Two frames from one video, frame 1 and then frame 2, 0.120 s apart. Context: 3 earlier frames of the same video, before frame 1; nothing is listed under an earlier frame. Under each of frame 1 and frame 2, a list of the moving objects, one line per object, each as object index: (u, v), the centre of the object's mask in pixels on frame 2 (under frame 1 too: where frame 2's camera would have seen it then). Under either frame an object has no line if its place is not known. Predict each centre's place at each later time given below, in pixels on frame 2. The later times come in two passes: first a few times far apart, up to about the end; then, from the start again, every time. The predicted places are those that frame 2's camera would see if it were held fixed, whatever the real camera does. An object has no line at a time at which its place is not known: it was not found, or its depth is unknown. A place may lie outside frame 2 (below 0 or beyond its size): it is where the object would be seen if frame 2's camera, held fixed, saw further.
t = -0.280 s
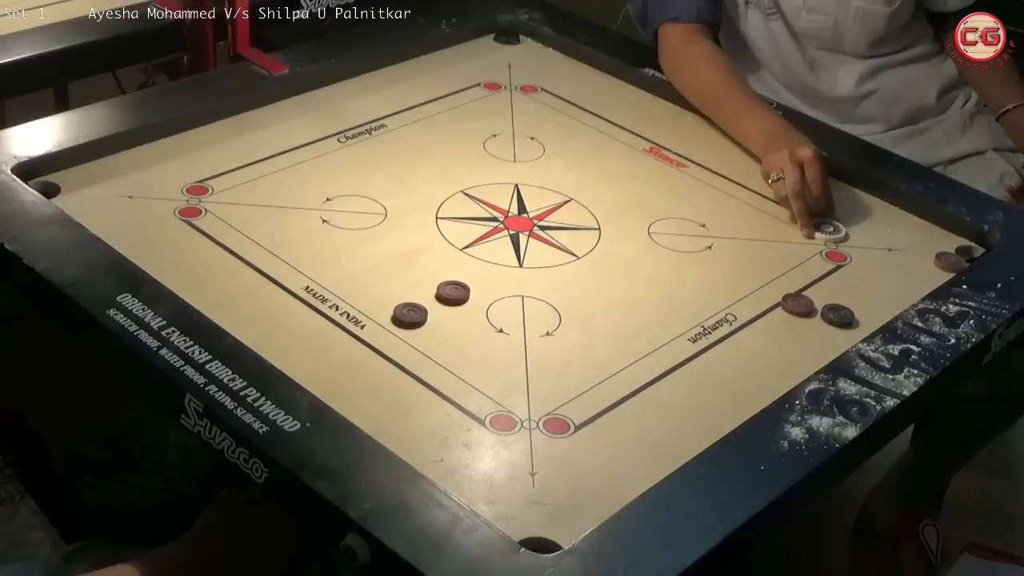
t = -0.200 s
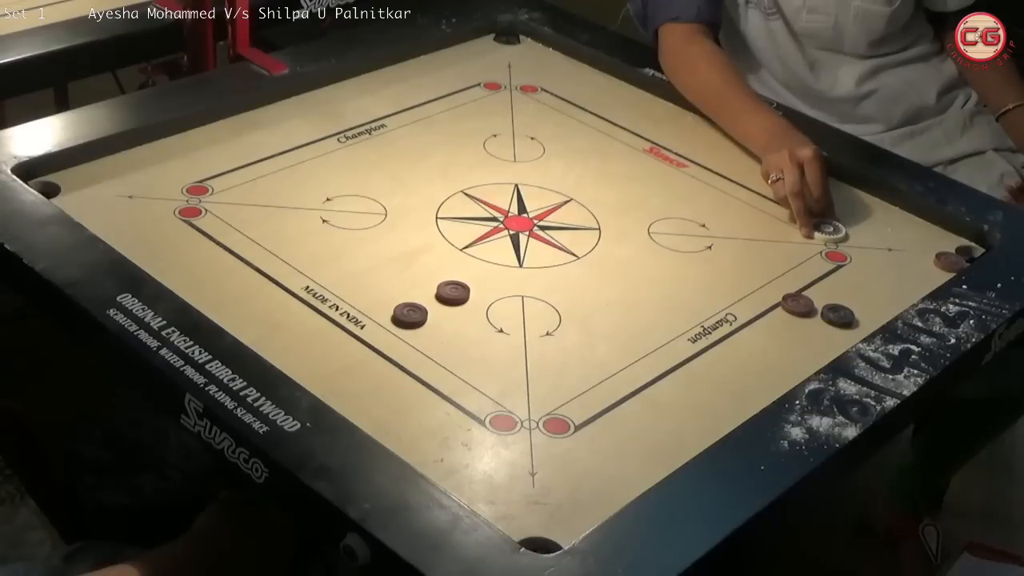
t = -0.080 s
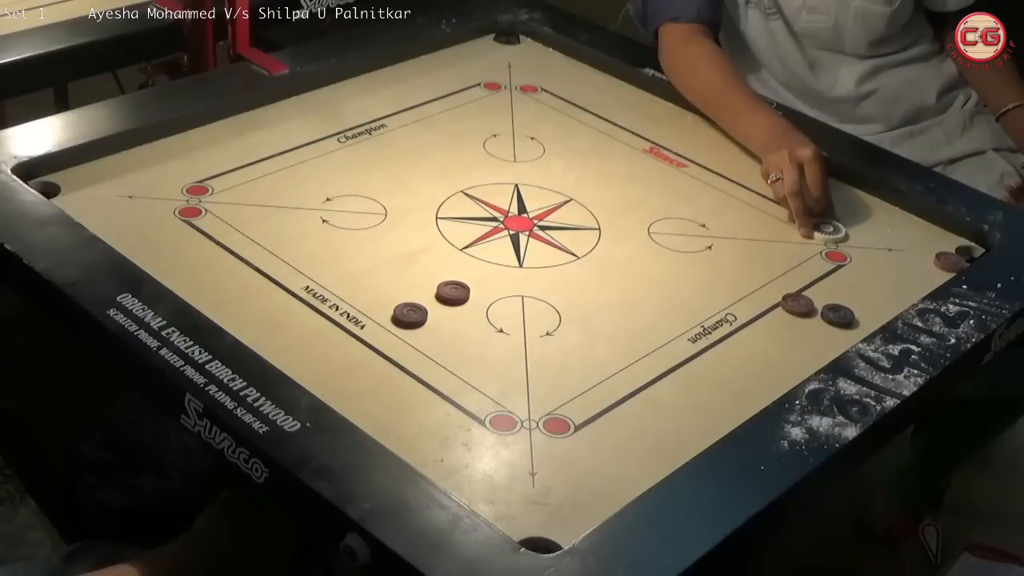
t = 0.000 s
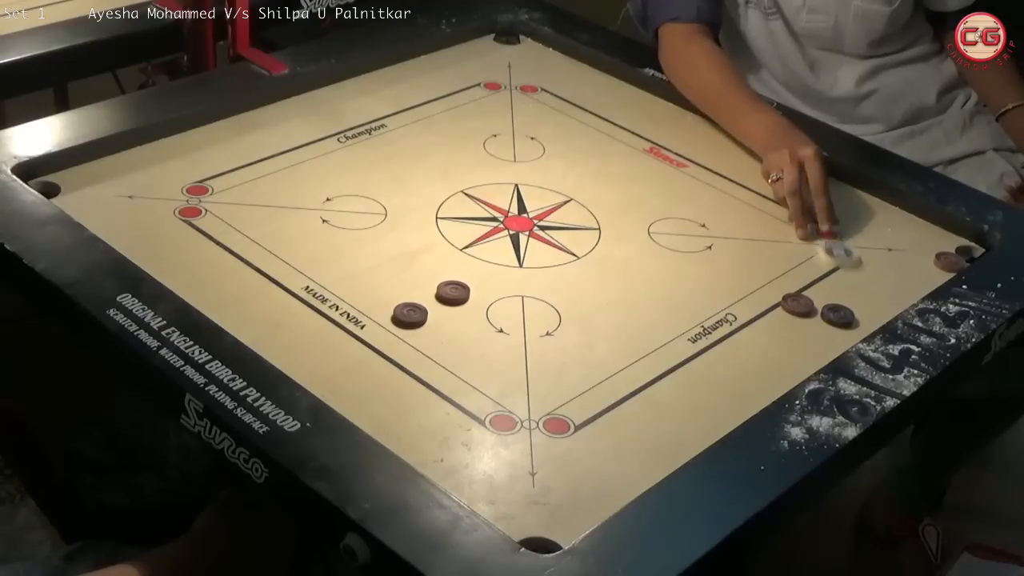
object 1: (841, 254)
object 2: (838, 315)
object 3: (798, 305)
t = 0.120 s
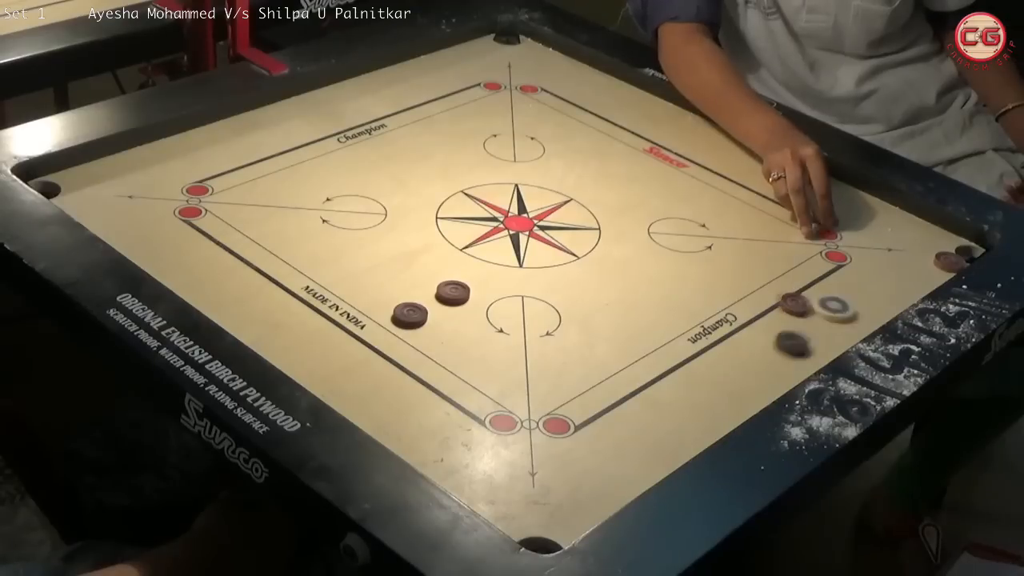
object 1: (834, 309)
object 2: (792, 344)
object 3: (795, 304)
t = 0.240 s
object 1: (776, 280)
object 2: (706, 399)
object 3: (643, 291)
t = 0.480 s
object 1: (707, 245)
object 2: (551, 501)
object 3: (400, 264)
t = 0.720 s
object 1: (681, 233)
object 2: (525, 524)
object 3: (255, 236)
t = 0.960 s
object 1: (679, 232)
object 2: (525, 524)
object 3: (192, 225)
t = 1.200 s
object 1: (679, 232)
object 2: (525, 524)
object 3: (189, 225)
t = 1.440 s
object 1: (679, 232)
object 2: (525, 524)
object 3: (189, 225)
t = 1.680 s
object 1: (680, 232)
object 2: (525, 524)
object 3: (189, 225)
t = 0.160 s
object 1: (812, 298)
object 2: (764, 362)
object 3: (742, 299)
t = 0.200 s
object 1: (794, 288)
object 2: (735, 380)
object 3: (692, 295)
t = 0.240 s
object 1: (776, 280)
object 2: (706, 399)
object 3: (643, 291)
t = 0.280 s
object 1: (761, 272)
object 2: (678, 416)
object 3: (596, 287)
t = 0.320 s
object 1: (747, 265)
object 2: (651, 434)
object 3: (551, 283)
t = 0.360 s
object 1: (735, 259)
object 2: (625, 451)
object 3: (508, 280)
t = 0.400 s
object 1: (724, 254)
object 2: (598, 468)
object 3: (469, 275)
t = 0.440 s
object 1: (715, 249)
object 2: (574, 485)
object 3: (433, 270)
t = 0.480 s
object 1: (707, 245)
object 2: (551, 501)
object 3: (400, 264)
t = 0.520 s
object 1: (699, 242)
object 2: (529, 516)
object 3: (370, 258)
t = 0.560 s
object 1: (695, 239)
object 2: (511, 523)
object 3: (342, 253)
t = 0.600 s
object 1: (690, 237)
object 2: (511, 525)
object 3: (317, 248)
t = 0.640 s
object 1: (686, 235)
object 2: (517, 524)
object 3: (294, 244)
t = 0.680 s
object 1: (684, 234)
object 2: (522, 524)
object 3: (273, 240)
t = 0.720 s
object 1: (681, 233)
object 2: (525, 524)
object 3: (255, 236)
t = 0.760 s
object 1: (680, 232)
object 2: (525, 524)
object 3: (238, 233)
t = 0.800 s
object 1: (680, 232)
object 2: (525, 524)
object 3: (225, 231)
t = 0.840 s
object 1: (679, 232)
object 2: (525, 524)
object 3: (213, 228)
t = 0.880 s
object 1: (679, 232)
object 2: (525, 524)
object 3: (205, 227)
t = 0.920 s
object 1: (679, 232)
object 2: (525, 524)
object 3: (197, 226)
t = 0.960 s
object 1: (679, 232)
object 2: (525, 524)
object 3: (192, 225)
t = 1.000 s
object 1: (679, 232)
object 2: (525, 524)
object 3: (189, 225)
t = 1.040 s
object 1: (679, 232)
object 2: (525, 524)
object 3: (189, 225)
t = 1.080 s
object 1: (679, 232)
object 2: (525, 524)
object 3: (189, 225)
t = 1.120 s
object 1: (679, 232)
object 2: (525, 524)
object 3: (189, 225)
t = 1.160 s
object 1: (679, 232)
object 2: (525, 524)
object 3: (189, 225)
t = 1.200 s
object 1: (679, 232)
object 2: (525, 524)
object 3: (189, 225)
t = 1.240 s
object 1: (679, 232)
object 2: (525, 524)
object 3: (189, 225)
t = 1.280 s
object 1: (679, 232)
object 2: (525, 524)
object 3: (189, 225)
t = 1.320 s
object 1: (679, 232)
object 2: (525, 524)
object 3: (189, 225)
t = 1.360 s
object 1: (679, 232)
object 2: (525, 524)
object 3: (189, 225)
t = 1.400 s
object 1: (679, 232)
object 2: (525, 524)
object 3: (189, 225)
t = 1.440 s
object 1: (679, 232)
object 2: (525, 524)
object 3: (189, 225)
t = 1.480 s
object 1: (680, 232)
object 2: (525, 524)
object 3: (189, 225)
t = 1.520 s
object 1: (680, 232)
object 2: (525, 524)
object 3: (189, 225)
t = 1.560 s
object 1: (680, 232)
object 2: (525, 524)
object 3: (189, 225)
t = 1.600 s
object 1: (680, 232)
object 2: (525, 524)
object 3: (189, 225)
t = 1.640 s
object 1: (680, 232)
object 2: (525, 524)
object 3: (189, 225)
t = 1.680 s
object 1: (680, 232)
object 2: (525, 524)
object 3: (189, 225)
